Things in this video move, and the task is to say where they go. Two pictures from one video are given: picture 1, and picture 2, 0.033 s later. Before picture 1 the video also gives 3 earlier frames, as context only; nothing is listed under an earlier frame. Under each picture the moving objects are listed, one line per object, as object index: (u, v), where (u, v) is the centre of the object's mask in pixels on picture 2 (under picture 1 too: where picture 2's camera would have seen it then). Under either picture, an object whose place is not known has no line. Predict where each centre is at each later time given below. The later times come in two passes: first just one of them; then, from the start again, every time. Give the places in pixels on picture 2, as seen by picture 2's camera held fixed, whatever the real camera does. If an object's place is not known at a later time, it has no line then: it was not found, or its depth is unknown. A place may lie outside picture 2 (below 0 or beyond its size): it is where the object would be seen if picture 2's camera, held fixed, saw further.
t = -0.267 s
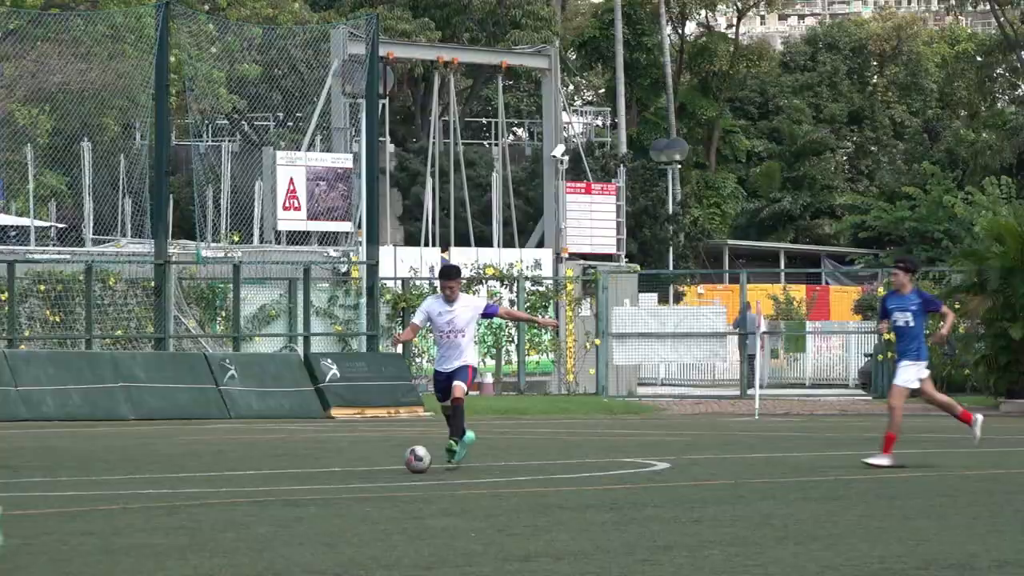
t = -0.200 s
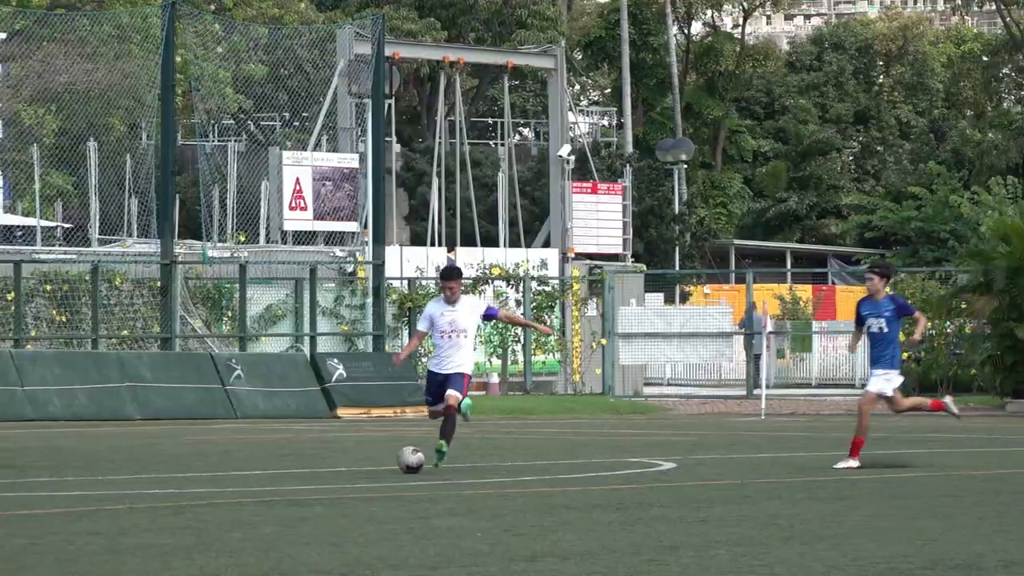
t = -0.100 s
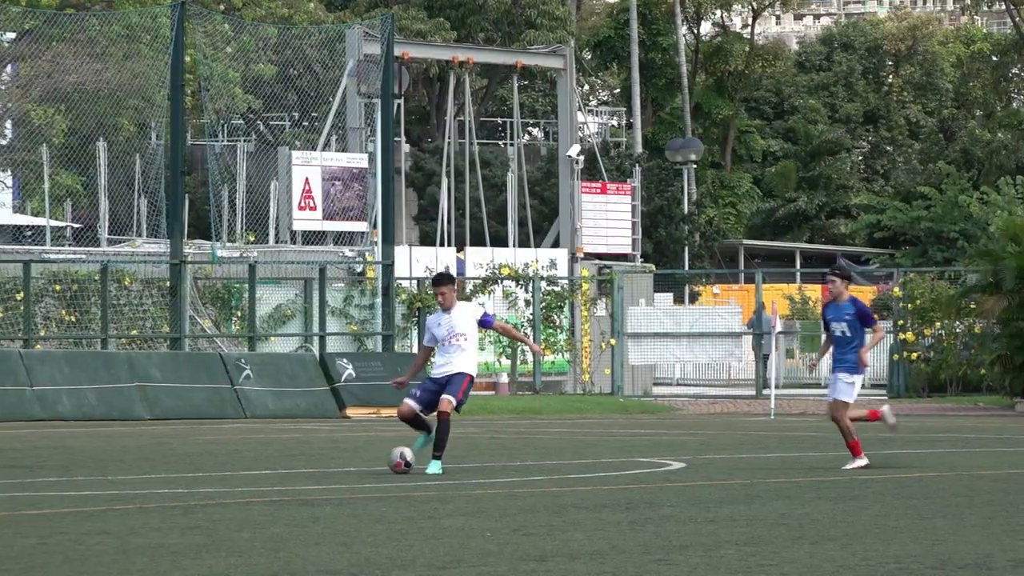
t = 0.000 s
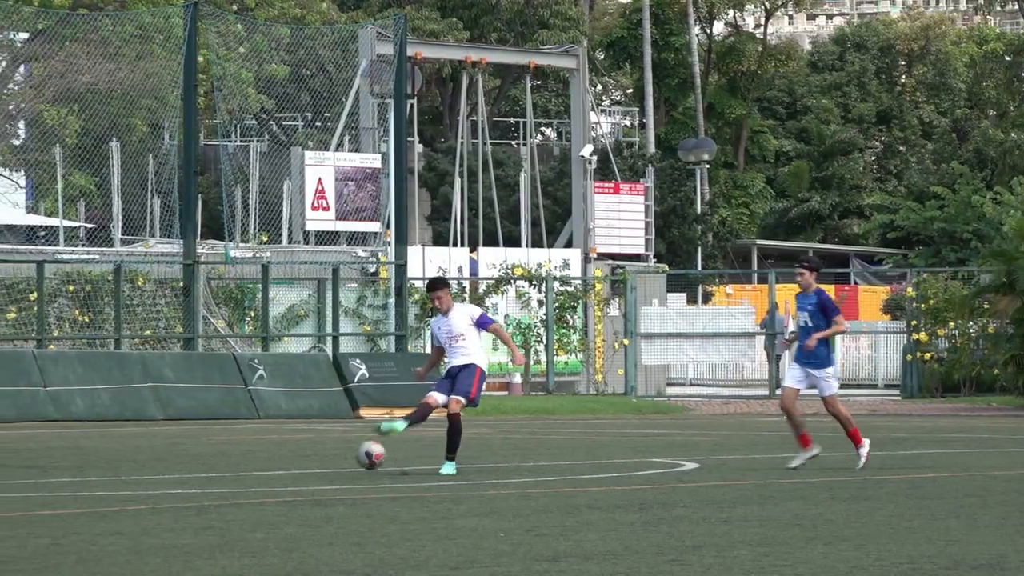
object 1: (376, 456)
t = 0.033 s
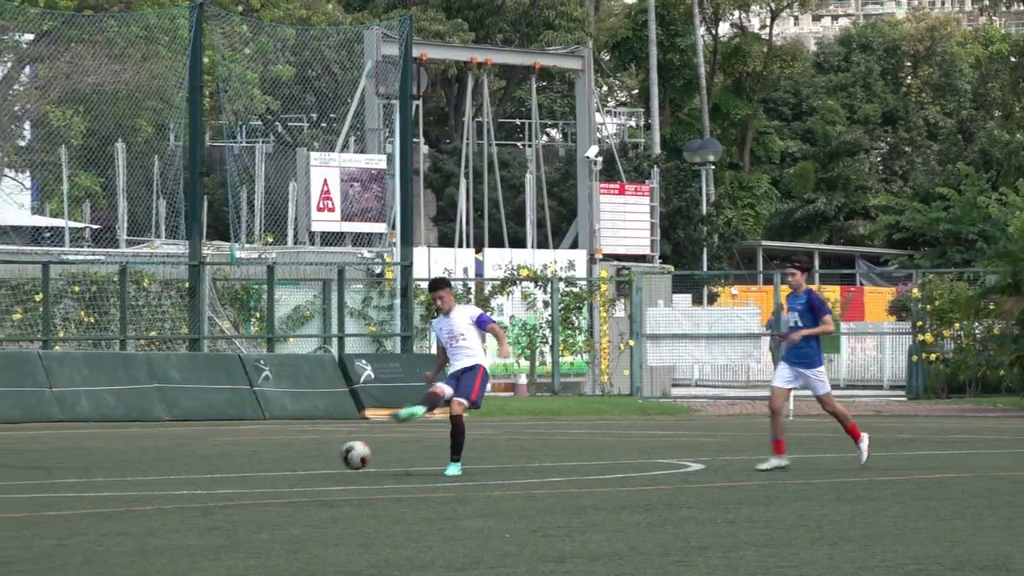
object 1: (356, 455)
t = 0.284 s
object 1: (215, 476)
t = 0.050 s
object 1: (345, 455)
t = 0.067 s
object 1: (335, 456)
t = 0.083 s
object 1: (325, 457)
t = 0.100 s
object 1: (315, 459)
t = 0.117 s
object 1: (305, 462)
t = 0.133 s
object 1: (295, 464)
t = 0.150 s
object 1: (285, 468)
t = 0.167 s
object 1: (275, 471)
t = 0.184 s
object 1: (265, 475)
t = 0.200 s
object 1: (256, 480)
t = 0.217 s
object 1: (248, 481)
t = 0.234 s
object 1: (240, 479)
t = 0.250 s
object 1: (231, 477)
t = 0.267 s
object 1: (223, 477)
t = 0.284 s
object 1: (215, 476)
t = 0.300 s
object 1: (208, 477)
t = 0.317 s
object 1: (200, 478)
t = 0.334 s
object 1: (192, 480)
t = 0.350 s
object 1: (184, 482)
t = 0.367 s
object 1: (177, 486)
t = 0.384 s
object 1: (169, 489)
